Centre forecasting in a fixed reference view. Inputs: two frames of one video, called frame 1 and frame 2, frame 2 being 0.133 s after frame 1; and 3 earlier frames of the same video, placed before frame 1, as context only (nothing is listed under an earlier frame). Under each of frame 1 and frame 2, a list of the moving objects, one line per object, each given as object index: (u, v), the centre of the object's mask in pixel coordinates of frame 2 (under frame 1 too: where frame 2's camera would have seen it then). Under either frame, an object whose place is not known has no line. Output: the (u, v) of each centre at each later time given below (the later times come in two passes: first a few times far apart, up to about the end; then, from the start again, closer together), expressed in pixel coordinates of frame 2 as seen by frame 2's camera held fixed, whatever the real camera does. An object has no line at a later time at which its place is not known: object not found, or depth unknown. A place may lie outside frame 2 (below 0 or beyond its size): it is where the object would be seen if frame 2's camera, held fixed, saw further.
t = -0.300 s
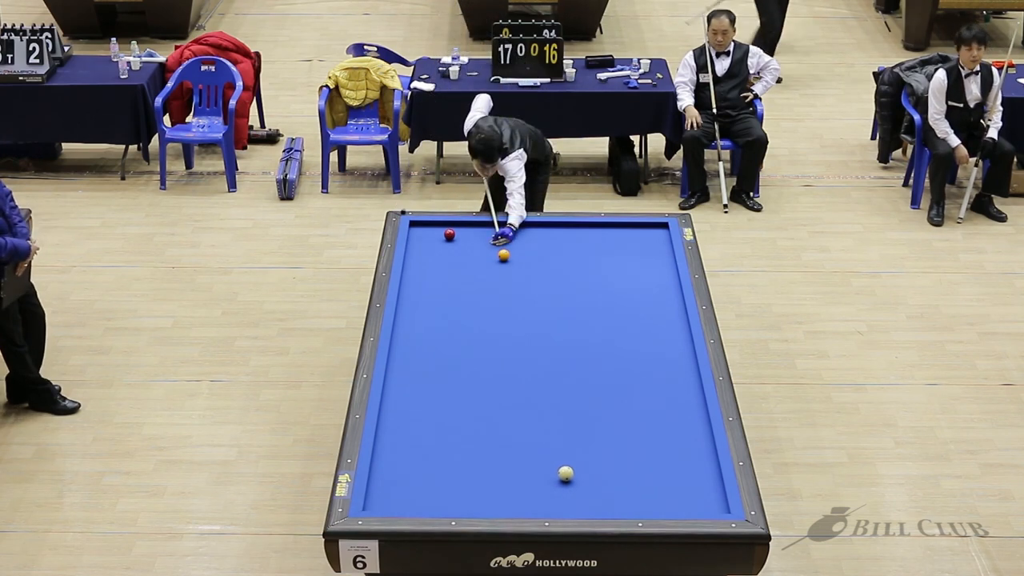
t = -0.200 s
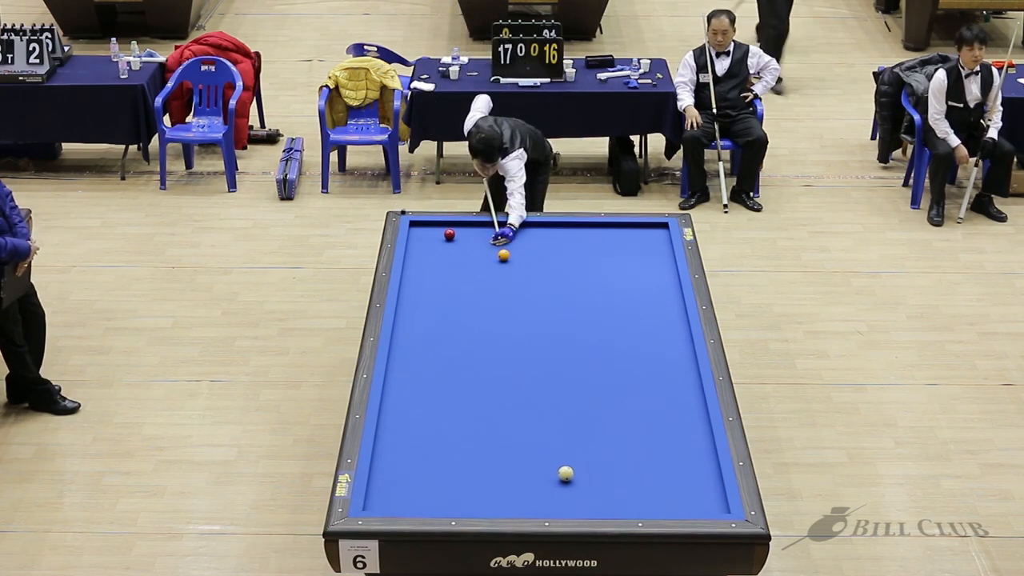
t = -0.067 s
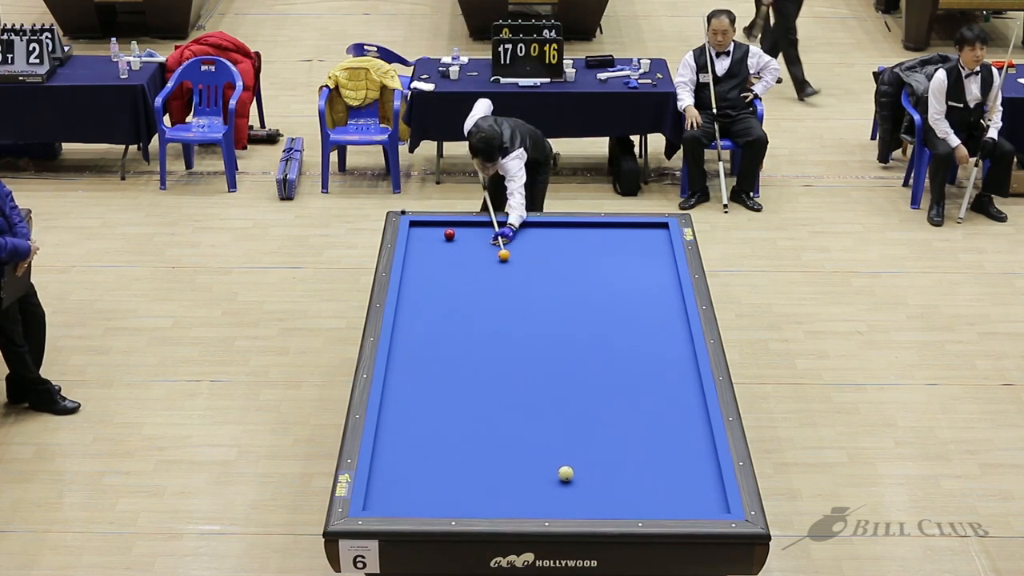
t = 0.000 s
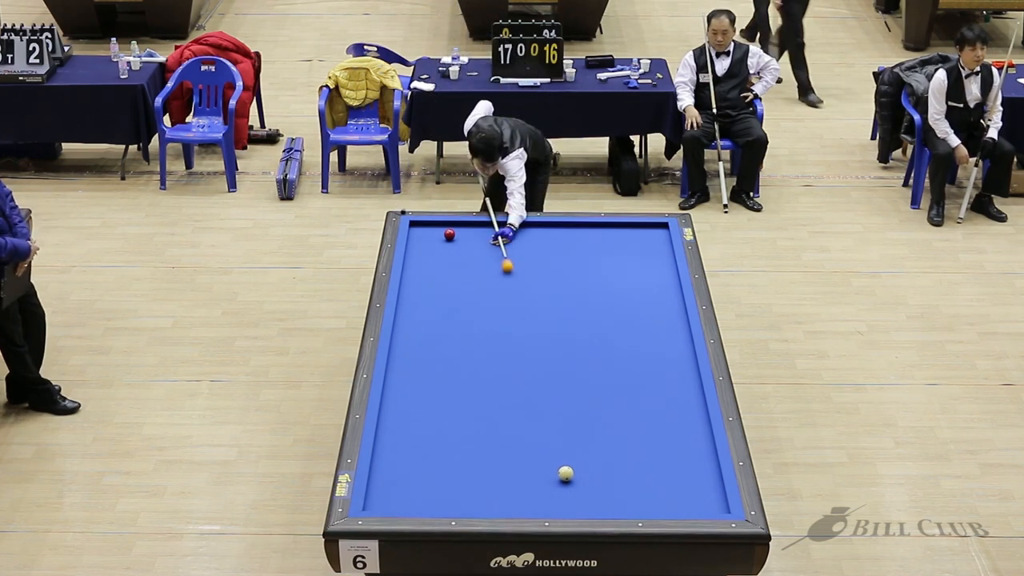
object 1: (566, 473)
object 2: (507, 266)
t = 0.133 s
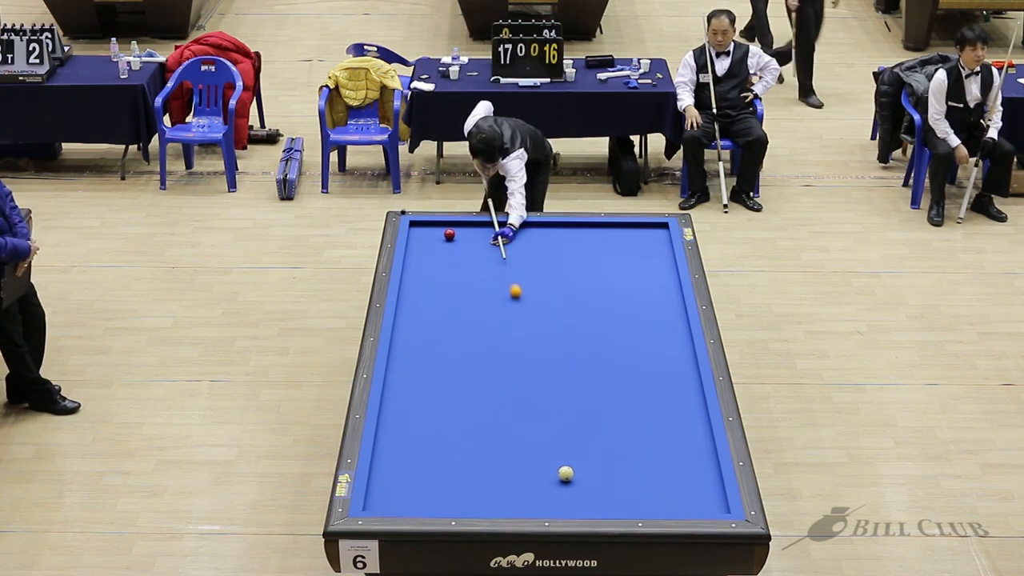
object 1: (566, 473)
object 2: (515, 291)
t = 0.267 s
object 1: (566, 473)
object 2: (523, 317)
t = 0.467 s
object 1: (566, 473)
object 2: (537, 359)
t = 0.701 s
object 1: (566, 473)
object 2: (555, 413)
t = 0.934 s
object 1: (561, 478)
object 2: (580, 469)
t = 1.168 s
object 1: (528, 504)
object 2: (637, 497)
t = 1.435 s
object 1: (511, 481)
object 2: (688, 495)
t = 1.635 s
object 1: (499, 466)
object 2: (713, 480)
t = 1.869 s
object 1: (486, 449)
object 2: (685, 461)
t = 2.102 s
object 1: (473, 433)
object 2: (660, 444)
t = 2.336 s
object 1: (462, 418)
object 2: (636, 427)
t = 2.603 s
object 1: (449, 401)
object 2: (611, 409)
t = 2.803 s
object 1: (439, 389)
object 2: (592, 397)
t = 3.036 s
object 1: (429, 376)
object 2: (571, 383)
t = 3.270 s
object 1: (420, 364)
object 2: (552, 369)
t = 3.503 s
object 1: (410, 352)
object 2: (533, 356)
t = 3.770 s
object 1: (400, 339)
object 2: (513, 343)
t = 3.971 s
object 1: (400, 331)
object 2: (499, 333)
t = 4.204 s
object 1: (407, 322)
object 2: (482, 322)
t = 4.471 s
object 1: (414, 313)
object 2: (465, 310)
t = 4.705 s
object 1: (421, 305)
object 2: (450, 300)
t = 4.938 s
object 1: (426, 298)
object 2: (436, 290)
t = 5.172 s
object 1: (432, 291)
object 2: (423, 281)
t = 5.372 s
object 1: (436, 285)
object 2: (412, 273)
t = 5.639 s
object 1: (442, 278)
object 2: (413, 265)
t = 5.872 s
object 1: (447, 272)
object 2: (421, 260)
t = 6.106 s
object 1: (452, 266)
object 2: (428, 254)
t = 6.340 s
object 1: (456, 261)
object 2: (434, 249)
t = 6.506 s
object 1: (459, 257)
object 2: (439, 245)
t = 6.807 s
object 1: (464, 250)
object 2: (447, 239)
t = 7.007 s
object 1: (468, 246)
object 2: (450, 239)
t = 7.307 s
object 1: (472, 240)
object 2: (453, 238)
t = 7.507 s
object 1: (475, 237)
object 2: (455, 237)
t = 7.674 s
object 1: (477, 234)
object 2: (457, 237)
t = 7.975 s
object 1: (481, 229)
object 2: (459, 237)
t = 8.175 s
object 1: (484, 226)
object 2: (460, 236)
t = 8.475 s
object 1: (486, 225)
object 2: (461, 236)
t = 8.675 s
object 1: (488, 227)
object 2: (461, 236)
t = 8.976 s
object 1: (490, 229)
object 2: (462, 236)
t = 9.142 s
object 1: (491, 231)
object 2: (461, 236)
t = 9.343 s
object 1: (492, 232)
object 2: (462, 236)
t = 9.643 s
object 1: (493, 234)
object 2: (462, 236)
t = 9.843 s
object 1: (494, 235)
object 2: (462, 236)
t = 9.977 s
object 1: (494, 235)
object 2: (462, 236)
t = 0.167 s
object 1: (566, 473)
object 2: (517, 298)
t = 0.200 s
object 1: (566, 473)
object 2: (519, 304)
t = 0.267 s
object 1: (566, 473)
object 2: (523, 317)
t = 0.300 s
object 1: (566, 473)
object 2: (526, 324)
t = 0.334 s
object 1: (565, 474)
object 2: (528, 331)
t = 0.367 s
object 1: (566, 473)
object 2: (530, 337)
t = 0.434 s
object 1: (566, 474)
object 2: (535, 352)
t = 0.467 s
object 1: (566, 473)
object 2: (537, 359)
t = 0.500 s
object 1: (566, 474)
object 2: (540, 366)
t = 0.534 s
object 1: (566, 473)
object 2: (542, 374)
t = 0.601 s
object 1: (565, 473)
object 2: (547, 389)
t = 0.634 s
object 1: (566, 473)
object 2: (550, 397)
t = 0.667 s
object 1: (566, 473)
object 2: (553, 405)
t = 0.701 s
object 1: (566, 473)
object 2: (555, 413)
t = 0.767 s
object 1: (565, 473)
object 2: (560, 430)
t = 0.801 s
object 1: (566, 473)
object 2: (563, 438)
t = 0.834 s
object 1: (566, 473)
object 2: (566, 447)
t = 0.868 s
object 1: (566, 473)
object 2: (569, 456)
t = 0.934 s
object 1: (561, 478)
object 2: (580, 469)
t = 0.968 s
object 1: (555, 484)
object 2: (589, 473)
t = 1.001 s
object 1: (549, 490)
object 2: (597, 476)
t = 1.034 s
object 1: (544, 495)
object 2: (605, 480)
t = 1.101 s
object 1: (534, 505)
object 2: (621, 488)
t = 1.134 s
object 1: (530, 506)
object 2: (629, 492)
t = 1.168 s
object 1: (528, 504)
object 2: (637, 497)
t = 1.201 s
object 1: (526, 501)
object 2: (645, 502)
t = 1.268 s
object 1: (521, 495)
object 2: (661, 508)
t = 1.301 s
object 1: (519, 492)
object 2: (667, 506)
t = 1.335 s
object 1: (517, 489)
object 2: (672, 504)
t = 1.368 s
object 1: (515, 487)
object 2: (677, 501)
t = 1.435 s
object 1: (511, 481)
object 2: (688, 495)
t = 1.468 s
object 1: (509, 479)
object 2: (693, 492)
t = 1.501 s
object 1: (507, 476)
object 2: (699, 490)
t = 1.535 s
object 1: (505, 474)
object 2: (704, 487)
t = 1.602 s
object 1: (501, 469)
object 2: (714, 482)
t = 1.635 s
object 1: (499, 466)
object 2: (713, 480)
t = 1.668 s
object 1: (497, 464)
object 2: (708, 477)
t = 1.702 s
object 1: (495, 461)
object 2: (703, 474)
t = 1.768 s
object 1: (491, 456)
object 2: (696, 469)
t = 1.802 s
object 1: (490, 454)
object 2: (692, 466)
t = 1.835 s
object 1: (488, 451)
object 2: (689, 464)
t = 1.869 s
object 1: (486, 449)
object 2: (685, 461)
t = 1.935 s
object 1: (482, 444)
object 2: (678, 456)
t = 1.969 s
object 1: (480, 442)
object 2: (674, 454)
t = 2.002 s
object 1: (479, 440)
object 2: (670, 451)
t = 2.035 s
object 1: (477, 437)
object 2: (667, 449)
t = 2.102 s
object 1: (473, 433)
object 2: (660, 444)
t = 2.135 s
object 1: (471, 431)
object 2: (656, 442)
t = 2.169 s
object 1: (470, 428)
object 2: (653, 439)
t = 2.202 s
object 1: (468, 426)
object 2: (649, 437)
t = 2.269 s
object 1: (465, 422)
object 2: (643, 432)
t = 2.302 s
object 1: (463, 420)
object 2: (639, 430)
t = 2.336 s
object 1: (462, 418)
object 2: (636, 427)
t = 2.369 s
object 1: (460, 415)
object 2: (633, 425)
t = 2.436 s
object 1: (457, 411)
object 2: (626, 421)
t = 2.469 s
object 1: (455, 409)
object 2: (623, 418)
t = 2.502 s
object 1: (453, 407)
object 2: (620, 416)
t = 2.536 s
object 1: (452, 405)
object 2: (617, 414)
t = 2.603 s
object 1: (449, 401)
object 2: (611, 409)
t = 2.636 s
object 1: (447, 399)
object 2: (607, 407)
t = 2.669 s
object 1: (446, 397)
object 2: (604, 405)
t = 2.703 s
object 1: (444, 395)
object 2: (601, 403)
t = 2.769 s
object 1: (441, 391)
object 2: (595, 399)
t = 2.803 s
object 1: (439, 389)
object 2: (592, 397)
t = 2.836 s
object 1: (438, 387)
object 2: (589, 395)
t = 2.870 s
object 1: (436, 385)
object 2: (586, 392)
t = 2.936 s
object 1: (434, 382)
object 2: (580, 389)
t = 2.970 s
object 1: (432, 380)
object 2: (577, 387)
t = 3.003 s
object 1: (431, 378)
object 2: (574, 385)
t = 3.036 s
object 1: (429, 376)
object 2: (571, 383)
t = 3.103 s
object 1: (427, 373)
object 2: (566, 379)
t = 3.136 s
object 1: (425, 371)
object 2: (563, 377)
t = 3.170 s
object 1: (424, 369)
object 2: (560, 375)
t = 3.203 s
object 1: (422, 367)
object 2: (557, 373)
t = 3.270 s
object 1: (420, 364)
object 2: (552, 369)
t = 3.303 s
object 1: (418, 362)
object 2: (549, 367)
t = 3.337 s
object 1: (417, 360)
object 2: (546, 366)
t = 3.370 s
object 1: (416, 359)
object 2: (544, 364)
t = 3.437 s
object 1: (413, 355)
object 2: (538, 360)
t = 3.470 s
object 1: (411, 354)
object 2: (536, 358)
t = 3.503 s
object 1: (410, 352)
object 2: (533, 356)
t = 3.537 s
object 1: (409, 350)
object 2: (530, 355)
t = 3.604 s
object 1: (406, 347)
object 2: (526, 351)
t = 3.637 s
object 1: (405, 345)
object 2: (523, 350)
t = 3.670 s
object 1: (404, 344)
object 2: (520, 348)
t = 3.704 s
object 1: (402, 342)
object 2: (518, 346)
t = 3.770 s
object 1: (400, 339)
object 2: (513, 343)
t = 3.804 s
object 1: (399, 338)
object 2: (511, 341)
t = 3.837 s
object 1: (398, 336)
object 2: (508, 339)
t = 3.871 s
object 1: (397, 335)
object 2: (506, 338)
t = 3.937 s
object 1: (399, 332)
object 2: (501, 334)
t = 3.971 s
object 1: (400, 331)
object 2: (499, 333)
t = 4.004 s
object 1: (401, 329)
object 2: (496, 331)
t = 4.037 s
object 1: (402, 328)
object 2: (494, 329)
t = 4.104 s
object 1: (404, 326)
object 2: (489, 326)
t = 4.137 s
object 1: (405, 325)
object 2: (487, 325)
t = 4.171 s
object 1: (406, 323)
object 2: (485, 323)
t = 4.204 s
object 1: (407, 322)
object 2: (482, 322)
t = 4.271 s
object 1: (409, 320)
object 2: (478, 319)
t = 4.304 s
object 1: (410, 318)
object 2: (476, 317)
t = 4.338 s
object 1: (411, 317)
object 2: (474, 316)
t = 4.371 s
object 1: (412, 316)
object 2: (471, 314)
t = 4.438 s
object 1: (413, 314)
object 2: (467, 311)
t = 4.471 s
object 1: (414, 313)
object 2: (465, 310)
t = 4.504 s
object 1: (415, 312)
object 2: (463, 308)
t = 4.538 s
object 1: (416, 311)
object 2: (461, 307)
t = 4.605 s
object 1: (418, 308)
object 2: (456, 304)
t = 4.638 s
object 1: (419, 308)
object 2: (454, 302)
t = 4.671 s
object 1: (420, 306)
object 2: (452, 301)
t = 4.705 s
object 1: (421, 305)
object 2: (450, 300)
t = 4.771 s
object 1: (422, 303)
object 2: (446, 297)
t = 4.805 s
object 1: (423, 302)
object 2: (444, 295)
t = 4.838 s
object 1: (424, 301)
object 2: (442, 294)
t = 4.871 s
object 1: (425, 300)
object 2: (441, 293)
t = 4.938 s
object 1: (426, 298)
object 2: (436, 290)
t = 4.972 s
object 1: (427, 297)
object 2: (435, 288)
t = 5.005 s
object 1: (428, 296)
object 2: (433, 286)
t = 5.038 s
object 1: (429, 295)
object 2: (431, 285)
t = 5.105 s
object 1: (430, 293)
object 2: (427, 282)
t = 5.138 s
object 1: (431, 292)
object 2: (425, 282)
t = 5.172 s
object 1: (432, 291)
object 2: (423, 281)
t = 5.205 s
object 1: (433, 290)
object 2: (421, 279)
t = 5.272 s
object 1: (434, 288)
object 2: (417, 277)
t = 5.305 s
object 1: (435, 287)
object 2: (415, 276)
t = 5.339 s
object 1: (436, 286)
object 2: (414, 274)
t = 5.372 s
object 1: (436, 285)
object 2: (412, 273)
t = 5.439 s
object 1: (438, 283)
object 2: (408, 271)
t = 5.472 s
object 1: (439, 282)
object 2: (407, 270)
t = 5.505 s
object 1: (440, 281)
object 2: (409, 269)
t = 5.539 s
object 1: (440, 280)
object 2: (410, 268)
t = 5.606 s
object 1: (442, 279)
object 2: (412, 266)
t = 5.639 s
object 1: (442, 278)
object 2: (413, 265)
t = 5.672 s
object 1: (443, 277)
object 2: (414, 265)
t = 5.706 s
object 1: (444, 276)
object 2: (415, 264)
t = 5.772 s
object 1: (445, 274)
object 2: (417, 262)
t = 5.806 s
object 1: (446, 273)
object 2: (418, 261)
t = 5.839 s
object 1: (447, 273)
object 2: (419, 260)
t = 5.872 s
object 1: (447, 272)
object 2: (421, 260)
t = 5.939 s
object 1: (449, 270)
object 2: (423, 258)
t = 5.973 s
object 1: (449, 269)
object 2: (424, 257)
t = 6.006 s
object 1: (450, 268)
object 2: (425, 256)
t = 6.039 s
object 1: (450, 267)
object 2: (426, 256)
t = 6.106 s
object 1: (452, 266)
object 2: (428, 254)
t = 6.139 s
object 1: (452, 265)
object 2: (429, 253)
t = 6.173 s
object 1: (453, 264)
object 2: (430, 252)
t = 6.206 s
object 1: (454, 264)
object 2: (431, 252)
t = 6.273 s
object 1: (455, 262)
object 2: (432, 250)
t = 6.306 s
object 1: (455, 261)
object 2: (433, 249)
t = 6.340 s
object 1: (456, 261)
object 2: (434, 249)
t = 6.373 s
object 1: (457, 260)
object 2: (435, 248)
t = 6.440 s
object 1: (458, 258)
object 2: (437, 246)
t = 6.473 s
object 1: (459, 257)
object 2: (438, 246)
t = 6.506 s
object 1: (459, 257)
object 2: (439, 245)
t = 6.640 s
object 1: (461, 254)
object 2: (443, 242)
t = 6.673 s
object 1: (462, 253)
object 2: (443, 242)
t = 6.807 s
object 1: (464, 250)
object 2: (447, 239)
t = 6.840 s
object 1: (465, 250)
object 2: (447, 239)
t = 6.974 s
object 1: (467, 247)
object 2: (449, 239)
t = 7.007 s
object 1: (468, 246)
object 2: (450, 239)
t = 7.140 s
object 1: (470, 244)
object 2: (451, 238)
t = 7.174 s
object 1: (470, 243)
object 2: (452, 238)
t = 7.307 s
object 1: (472, 240)
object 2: (453, 238)
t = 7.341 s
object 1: (472, 240)
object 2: (454, 238)
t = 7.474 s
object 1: (475, 237)
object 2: (455, 237)
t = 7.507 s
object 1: (475, 237)
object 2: (455, 237)
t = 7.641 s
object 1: (477, 234)
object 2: (456, 237)
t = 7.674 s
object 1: (477, 234)
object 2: (457, 237)
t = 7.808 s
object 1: (479, 231)
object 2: (458, 237)
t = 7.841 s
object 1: (480, 231)
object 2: (458, 236)
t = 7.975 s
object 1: (481, 229)
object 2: (459, 237)
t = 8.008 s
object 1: (482, 228)
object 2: (459, 236)
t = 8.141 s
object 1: (483, 226)
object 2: (460, 236)
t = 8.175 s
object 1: (484, 226)
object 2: (460, 236)
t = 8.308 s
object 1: (485, 224)
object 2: (460, 236)
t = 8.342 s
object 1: (486, 225)
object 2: (460, 236)
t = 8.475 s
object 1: (486, 225)
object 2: (461, 236)
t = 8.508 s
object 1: (487, 226)
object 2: (461, 236)
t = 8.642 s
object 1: (488, 227)
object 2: (461, 236)
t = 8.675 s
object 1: (488, 227)
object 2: (461, 236)
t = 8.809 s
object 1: (489, 228)
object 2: (461, 236)
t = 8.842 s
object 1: (489, 229)
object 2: (461, 236)
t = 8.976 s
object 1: (490, 229)
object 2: (462, 236)
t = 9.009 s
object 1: (490, 230)
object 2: (461, 236)
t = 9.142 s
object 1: (491, 231)
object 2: (461, 236)
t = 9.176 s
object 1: (491, 231)
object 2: (462, 236)
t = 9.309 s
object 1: (492, 232)
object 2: (461, 236)
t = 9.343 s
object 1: (492, 232)
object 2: (462, 236)
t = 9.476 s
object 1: (492, 233)
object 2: (461, 236)
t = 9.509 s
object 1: (492, 233)
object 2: (462, 236)
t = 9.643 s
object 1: (493, 234)
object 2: (462, 236)
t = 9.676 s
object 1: (493, 234)
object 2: (462, 236)
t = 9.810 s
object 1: (493, 234)
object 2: (462, 236)
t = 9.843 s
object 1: (494, 235)
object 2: (462, 236)
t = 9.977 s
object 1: (494, 235)
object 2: (462, 236)
